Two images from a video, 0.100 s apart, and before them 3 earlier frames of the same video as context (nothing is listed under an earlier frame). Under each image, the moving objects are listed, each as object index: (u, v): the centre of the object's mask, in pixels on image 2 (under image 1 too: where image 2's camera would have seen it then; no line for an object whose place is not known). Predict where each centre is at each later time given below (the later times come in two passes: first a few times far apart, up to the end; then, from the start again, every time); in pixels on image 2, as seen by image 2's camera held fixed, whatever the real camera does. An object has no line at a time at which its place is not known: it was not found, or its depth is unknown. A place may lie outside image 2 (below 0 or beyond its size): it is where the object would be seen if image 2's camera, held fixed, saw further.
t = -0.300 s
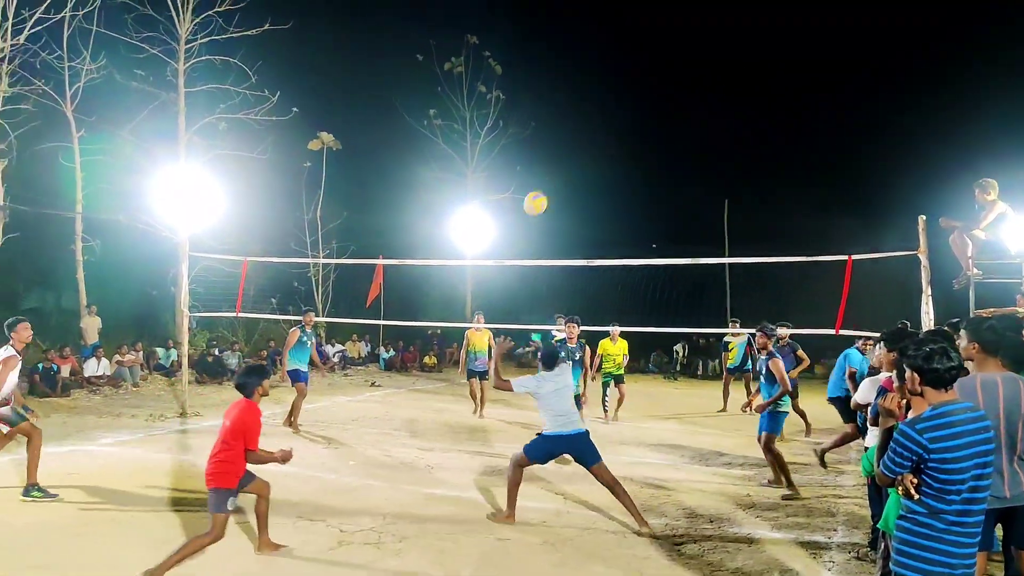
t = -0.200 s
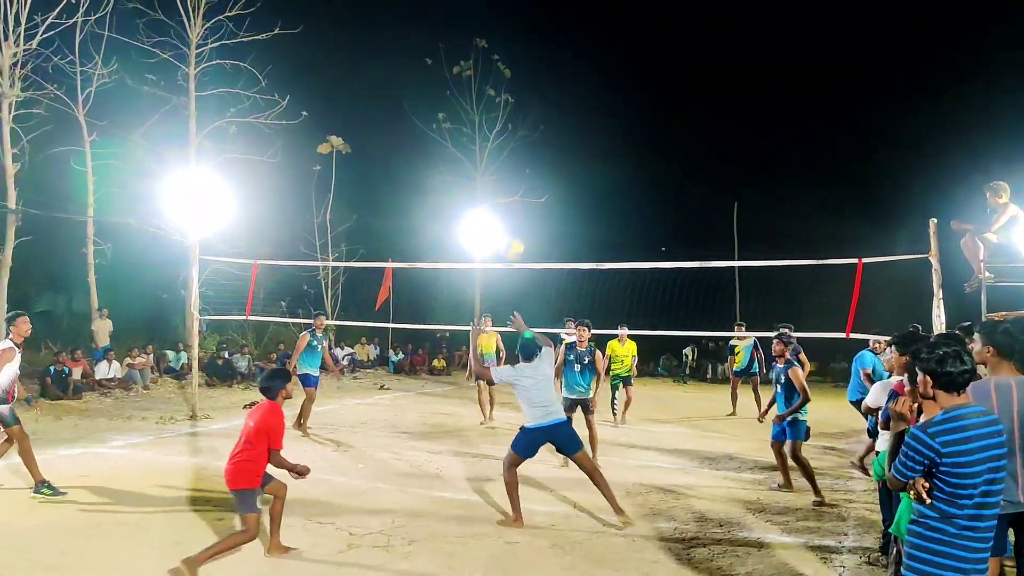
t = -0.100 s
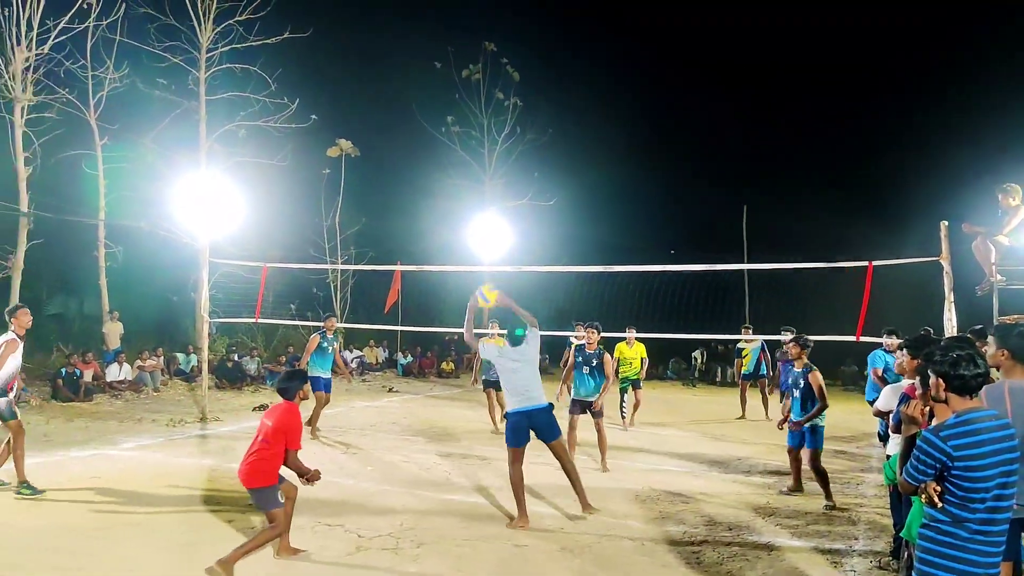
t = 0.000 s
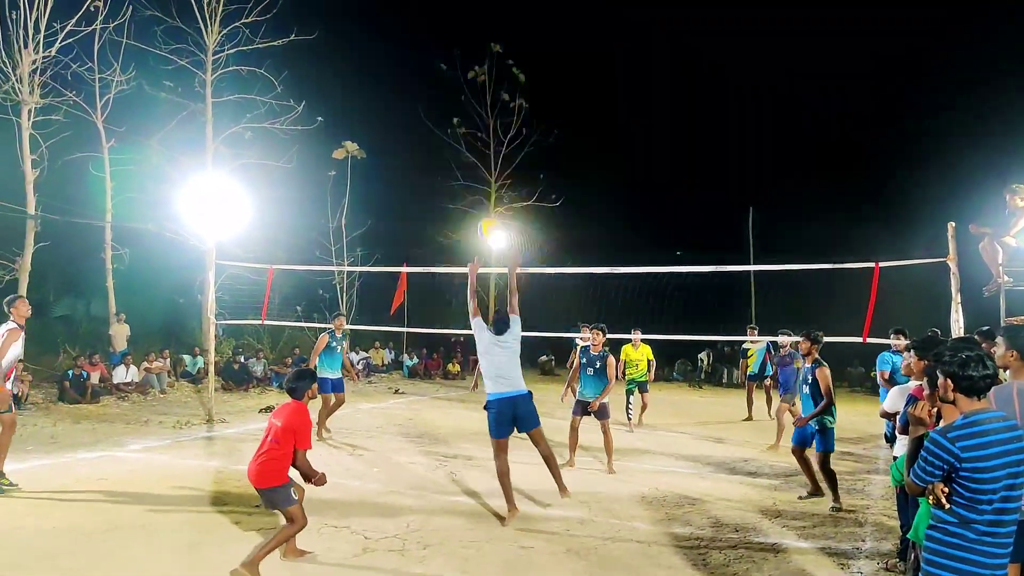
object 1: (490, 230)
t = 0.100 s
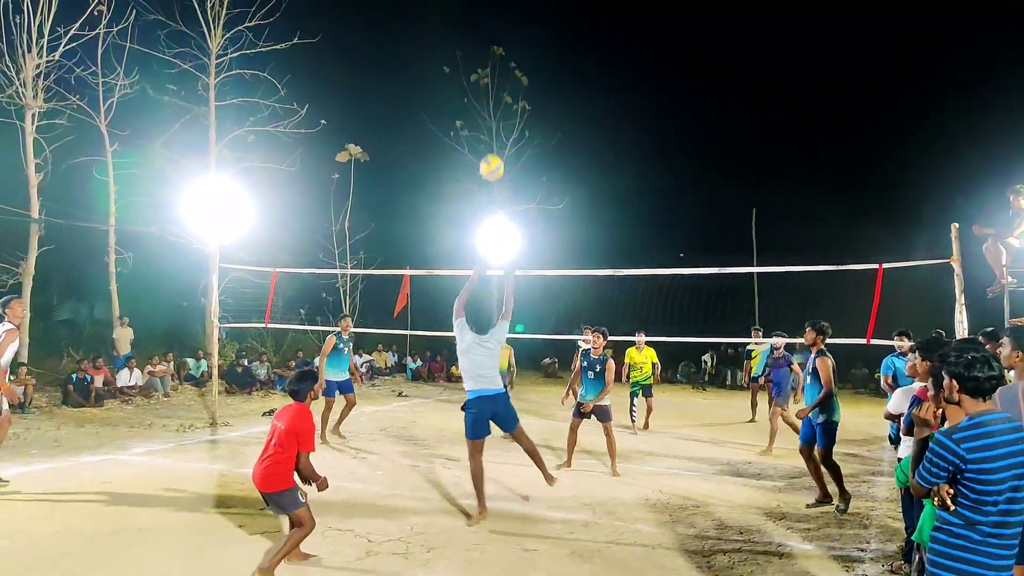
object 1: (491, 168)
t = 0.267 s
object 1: (489, 90)
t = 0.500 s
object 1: (484, 34)
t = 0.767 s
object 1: (475, 39)
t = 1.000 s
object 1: (465, 101)
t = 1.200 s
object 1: (456, 190)
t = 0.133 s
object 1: (491, 149)
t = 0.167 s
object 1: (490, 133)
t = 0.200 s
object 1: (490, 117)
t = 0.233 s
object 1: (489, 102)
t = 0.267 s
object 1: (489, 90)
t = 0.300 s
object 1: (488, 78)
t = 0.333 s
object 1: (487, 67)
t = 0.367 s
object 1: (487, 58)
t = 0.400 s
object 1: (486, 50)
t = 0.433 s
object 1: (485, 43)
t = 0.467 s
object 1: (485, 38)
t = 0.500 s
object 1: (484, 34)
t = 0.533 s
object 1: (483, 30)
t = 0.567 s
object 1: (482, 28)
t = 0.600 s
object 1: (481, 27)
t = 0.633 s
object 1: (480, 27)
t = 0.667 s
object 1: (478, 29)
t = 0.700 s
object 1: (477, 31)
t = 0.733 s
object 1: (476, 35)
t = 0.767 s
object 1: (475, 39)
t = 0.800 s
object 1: (473, 45)
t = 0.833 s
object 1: (472, 52)
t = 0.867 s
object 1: (471, 60)
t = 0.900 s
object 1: (470, 69)
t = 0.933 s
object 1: (468, 78)
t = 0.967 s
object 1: (467, 89)
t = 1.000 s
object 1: (465, 101)
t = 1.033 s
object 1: (464, 114)
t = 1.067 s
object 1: (462, 127)
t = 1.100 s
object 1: (461, 142)
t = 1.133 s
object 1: (459, 156)
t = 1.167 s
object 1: (458, 173)
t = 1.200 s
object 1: (456, 190)
